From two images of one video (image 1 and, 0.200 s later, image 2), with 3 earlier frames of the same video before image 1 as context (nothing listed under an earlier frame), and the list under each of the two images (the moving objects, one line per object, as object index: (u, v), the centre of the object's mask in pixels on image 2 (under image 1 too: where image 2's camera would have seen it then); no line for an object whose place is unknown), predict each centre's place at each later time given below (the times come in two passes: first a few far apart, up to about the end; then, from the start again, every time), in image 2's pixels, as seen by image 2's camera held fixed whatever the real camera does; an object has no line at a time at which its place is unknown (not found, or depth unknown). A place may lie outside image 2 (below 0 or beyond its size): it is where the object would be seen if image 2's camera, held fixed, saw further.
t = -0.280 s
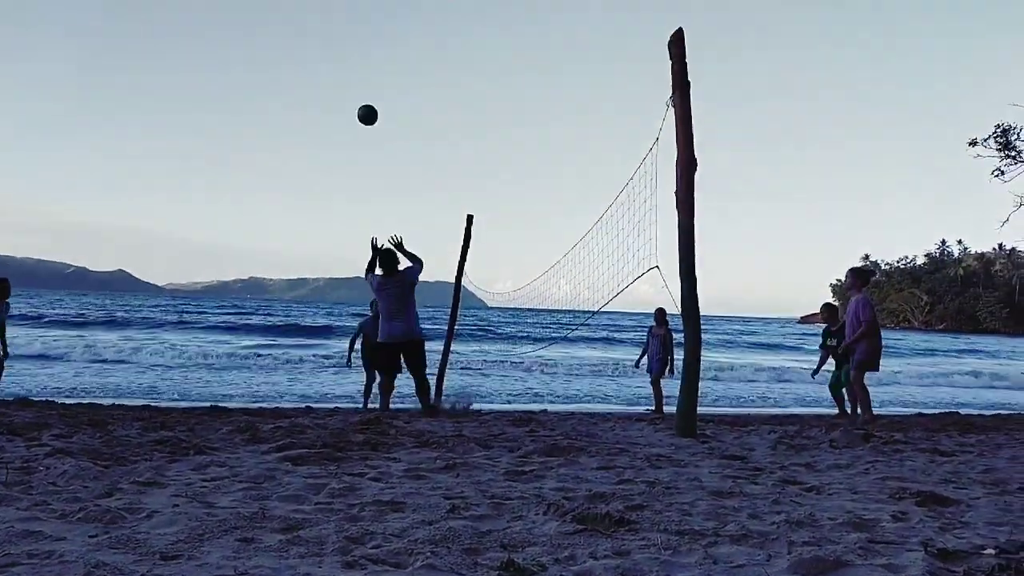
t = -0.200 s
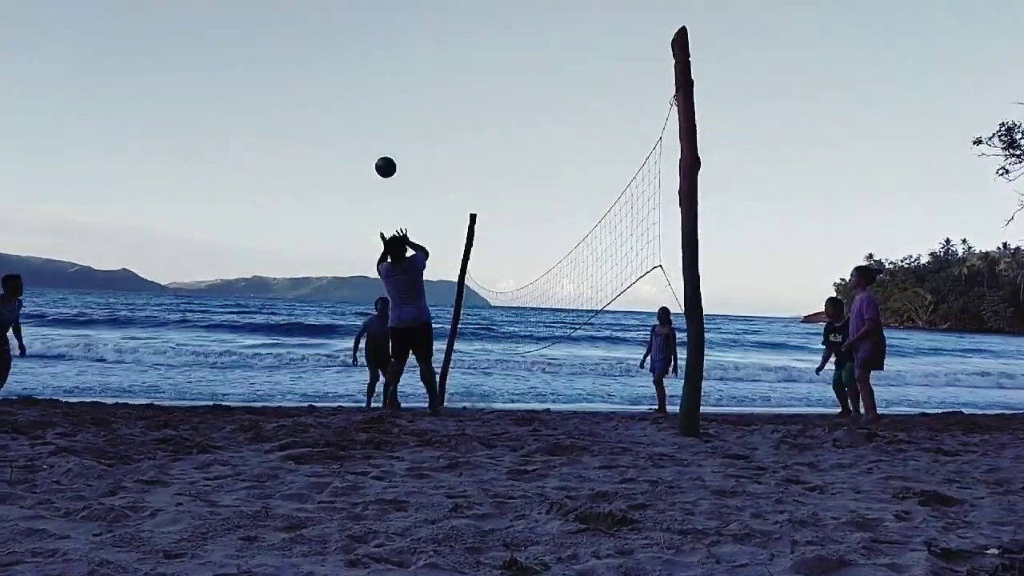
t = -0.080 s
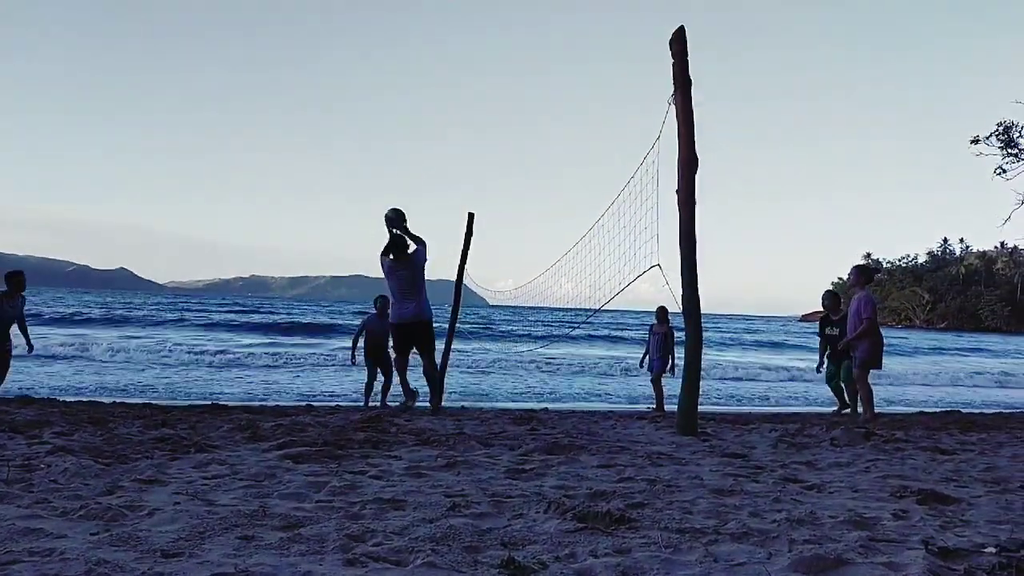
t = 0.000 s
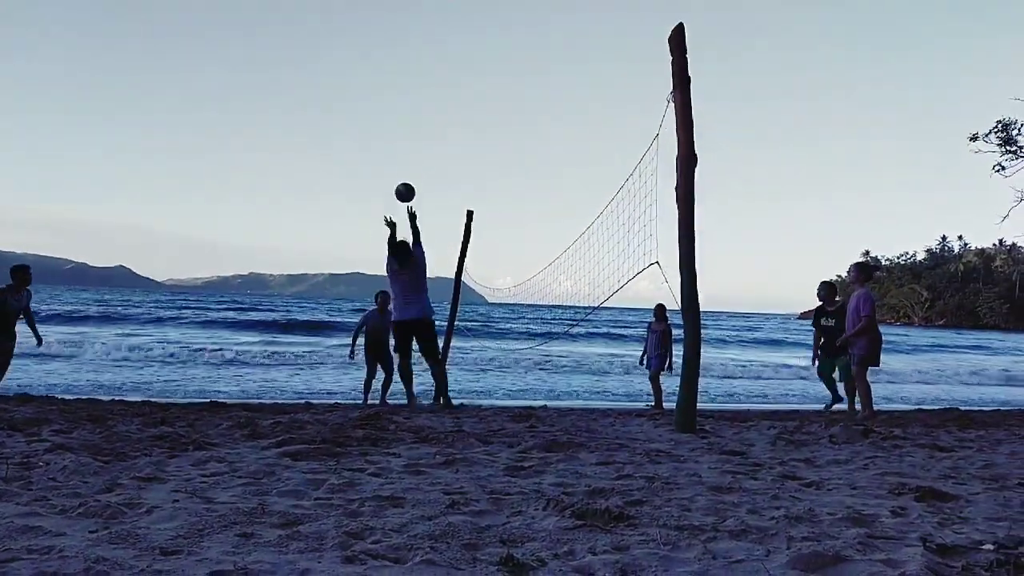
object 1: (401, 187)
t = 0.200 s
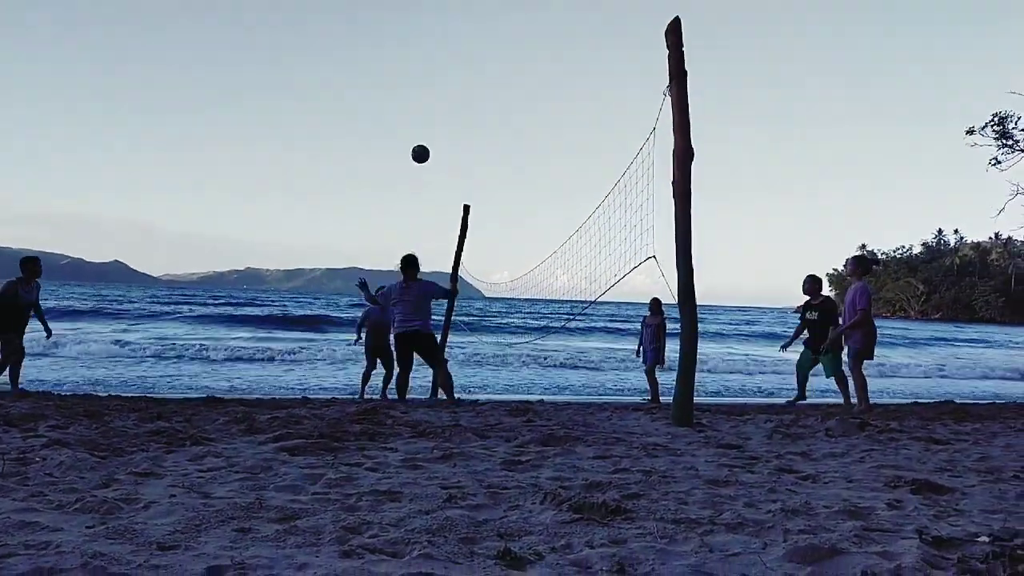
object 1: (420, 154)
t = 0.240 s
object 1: (421, 153)
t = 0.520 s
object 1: (442, 175)
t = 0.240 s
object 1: (421, 153)
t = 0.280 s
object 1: (426, 151)
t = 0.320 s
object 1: (429, 152)
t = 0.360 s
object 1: (432, 155)
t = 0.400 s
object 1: (436, 160)
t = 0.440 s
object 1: (438, 164)
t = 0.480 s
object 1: (440, 169)
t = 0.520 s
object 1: (442, 175)
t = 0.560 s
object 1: (444, 182)
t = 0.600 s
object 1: (445, 189)
